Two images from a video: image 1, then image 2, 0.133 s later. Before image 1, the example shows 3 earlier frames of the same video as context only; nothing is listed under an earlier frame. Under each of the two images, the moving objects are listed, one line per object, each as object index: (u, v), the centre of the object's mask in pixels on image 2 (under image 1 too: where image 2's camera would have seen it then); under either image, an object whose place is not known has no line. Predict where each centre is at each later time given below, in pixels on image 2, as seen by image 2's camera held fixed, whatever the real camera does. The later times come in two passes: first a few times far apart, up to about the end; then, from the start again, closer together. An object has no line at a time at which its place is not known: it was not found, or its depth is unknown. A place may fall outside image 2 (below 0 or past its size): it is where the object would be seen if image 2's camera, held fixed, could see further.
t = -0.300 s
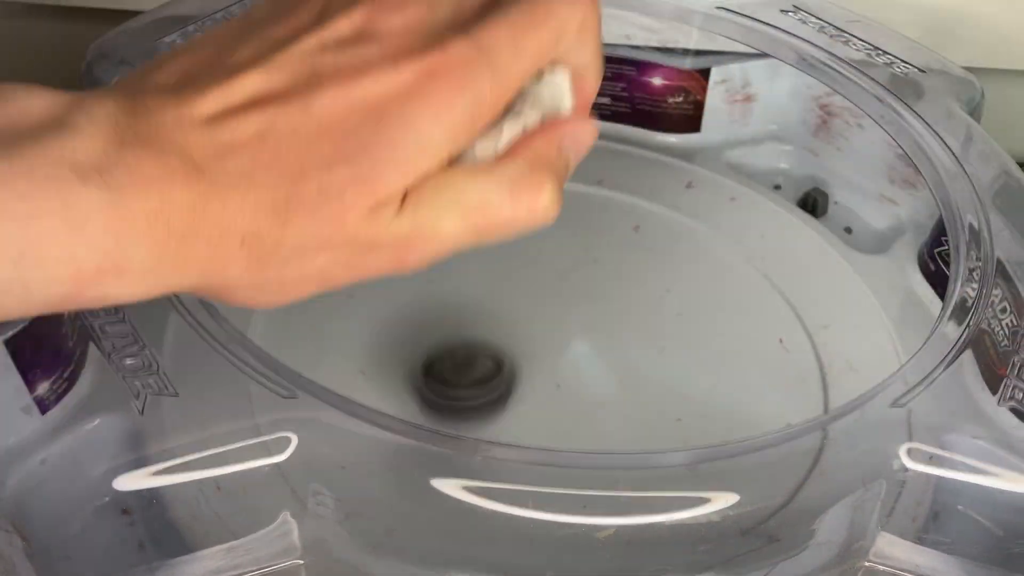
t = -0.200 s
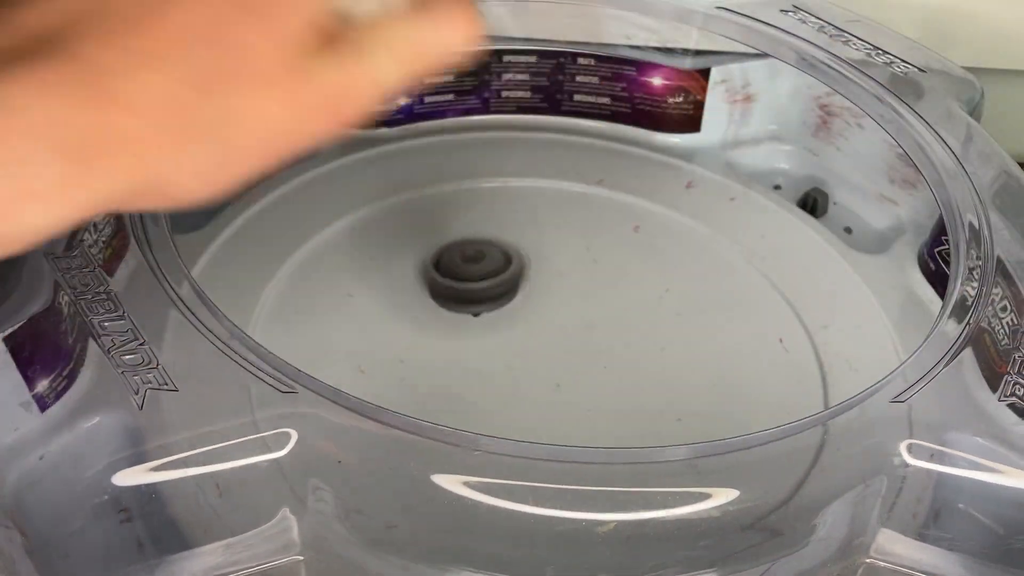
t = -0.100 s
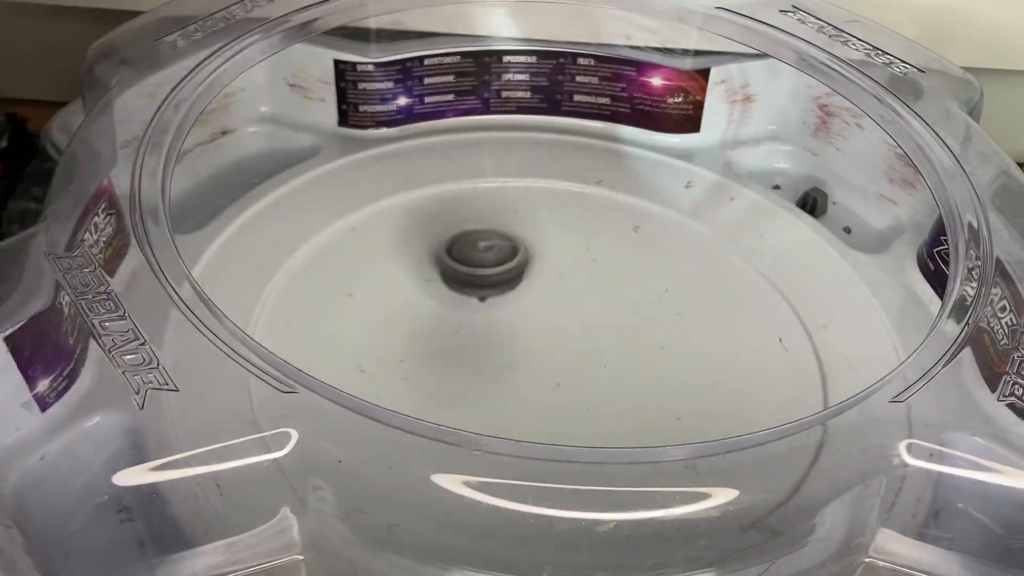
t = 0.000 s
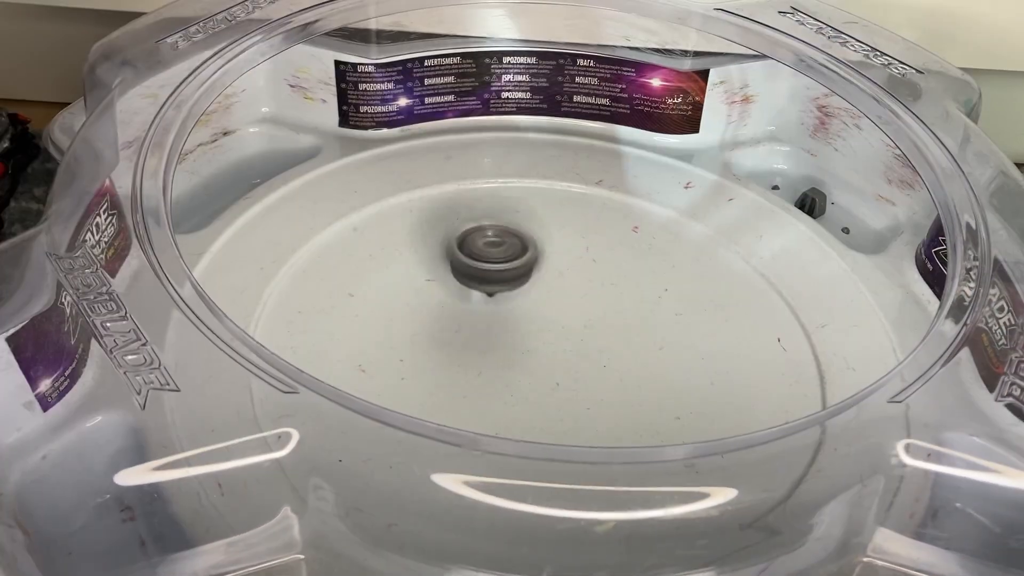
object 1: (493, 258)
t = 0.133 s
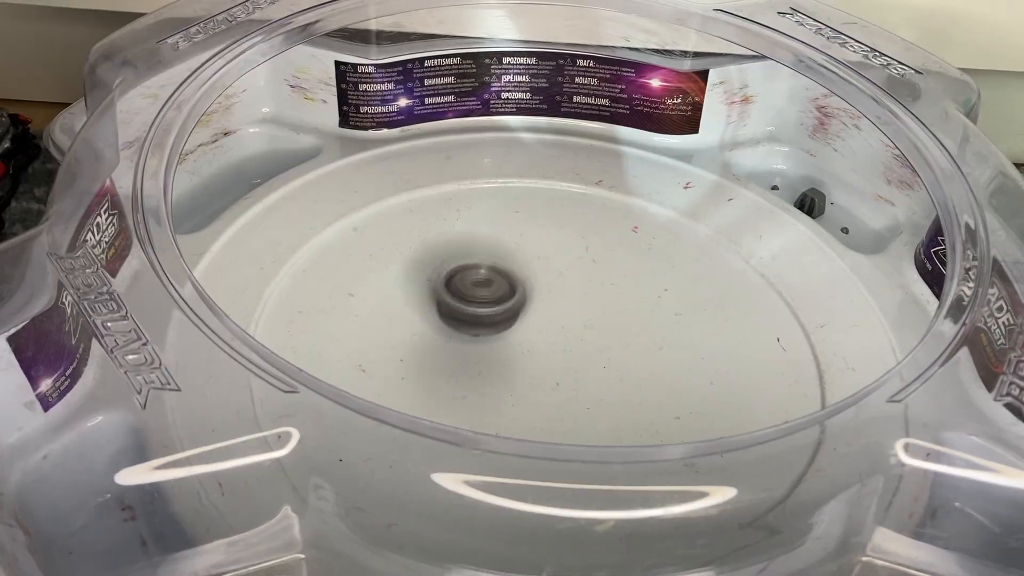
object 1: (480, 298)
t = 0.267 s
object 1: (423, 357)
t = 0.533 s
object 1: (617, 472)
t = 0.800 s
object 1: (632, 260)
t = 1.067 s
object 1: (359, 244)
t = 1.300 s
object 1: (359, 453)
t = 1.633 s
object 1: (749, 293)
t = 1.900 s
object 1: (495, 165)
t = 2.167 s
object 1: (325, 349)
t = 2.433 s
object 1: (736, 458)
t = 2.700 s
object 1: (714, 213)
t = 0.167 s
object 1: (467, 309)
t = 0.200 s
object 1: (452, 322)
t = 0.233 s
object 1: (437, 338)
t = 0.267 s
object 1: (423, 357)
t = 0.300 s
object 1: (416, 377)
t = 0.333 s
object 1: (421, 391)
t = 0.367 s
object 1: (424, 422)
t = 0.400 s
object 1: (444, 445)
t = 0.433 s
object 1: (480, 464)
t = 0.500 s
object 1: (573, 478)
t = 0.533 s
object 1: (617, 472)
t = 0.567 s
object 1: (652, 447)
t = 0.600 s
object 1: (676, 417)
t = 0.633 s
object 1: (695, 397)
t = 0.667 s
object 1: (700, 362)
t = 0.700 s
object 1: (695, 333)
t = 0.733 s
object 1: (681, 305)
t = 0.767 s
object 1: (659, 282)
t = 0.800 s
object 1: (632, 260)
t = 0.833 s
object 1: (599, 243)
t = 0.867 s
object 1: (563, 229)
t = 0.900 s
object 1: (526, 221)
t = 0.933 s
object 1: (489, 217)
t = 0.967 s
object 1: (454, 216)
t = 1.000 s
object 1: (418, 222)
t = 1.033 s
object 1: (387, 232)
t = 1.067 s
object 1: (359, 244)
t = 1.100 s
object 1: (333, 263)
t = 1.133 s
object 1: (312, 286)
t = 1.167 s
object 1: (299, 314)
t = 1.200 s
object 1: (305, 337)
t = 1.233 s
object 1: (311, 377)
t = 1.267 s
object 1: (328, 417)
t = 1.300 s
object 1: (359, 453)
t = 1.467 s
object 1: (658, 469)
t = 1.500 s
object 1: (704, 441)
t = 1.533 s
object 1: (731, 403)
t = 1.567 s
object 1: (751, 370)
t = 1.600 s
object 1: (756, 331)
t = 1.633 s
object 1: (749, 293)
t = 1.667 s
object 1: (733, 260)
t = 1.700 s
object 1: (711, 230)
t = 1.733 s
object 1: (683, 204)
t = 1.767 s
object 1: (652, 184)
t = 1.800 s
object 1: (621, 170)
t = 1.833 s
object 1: (583, 162)
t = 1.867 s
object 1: (535, 161)
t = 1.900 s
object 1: (495, 165)
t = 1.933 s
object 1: (453, 169)
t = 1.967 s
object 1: (413, 178)
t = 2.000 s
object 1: (375, 194)
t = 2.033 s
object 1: (344, 216)
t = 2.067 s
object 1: (320, 245)
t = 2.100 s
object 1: (306, 279)
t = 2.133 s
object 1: (305, 317)
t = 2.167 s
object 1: (325, 349)
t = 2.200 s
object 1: (337, 405)
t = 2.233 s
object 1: (380, 442)
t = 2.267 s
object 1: (430, 480)
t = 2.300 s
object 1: (499, 502)
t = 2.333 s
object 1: (564, 508)
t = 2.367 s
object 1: (629, 507)
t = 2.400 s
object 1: (681, 481)
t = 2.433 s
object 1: (736, 458)
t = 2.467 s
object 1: (768, 429)
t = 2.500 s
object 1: (794, 398)
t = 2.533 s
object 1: (810, 364)
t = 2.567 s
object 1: (818, 328)
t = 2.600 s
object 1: (807, 292)
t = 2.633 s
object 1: (776, 263)
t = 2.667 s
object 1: (746, 237)
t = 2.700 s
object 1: (714, 213)
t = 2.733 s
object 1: (678, 192)
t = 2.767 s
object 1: (637, 179)
